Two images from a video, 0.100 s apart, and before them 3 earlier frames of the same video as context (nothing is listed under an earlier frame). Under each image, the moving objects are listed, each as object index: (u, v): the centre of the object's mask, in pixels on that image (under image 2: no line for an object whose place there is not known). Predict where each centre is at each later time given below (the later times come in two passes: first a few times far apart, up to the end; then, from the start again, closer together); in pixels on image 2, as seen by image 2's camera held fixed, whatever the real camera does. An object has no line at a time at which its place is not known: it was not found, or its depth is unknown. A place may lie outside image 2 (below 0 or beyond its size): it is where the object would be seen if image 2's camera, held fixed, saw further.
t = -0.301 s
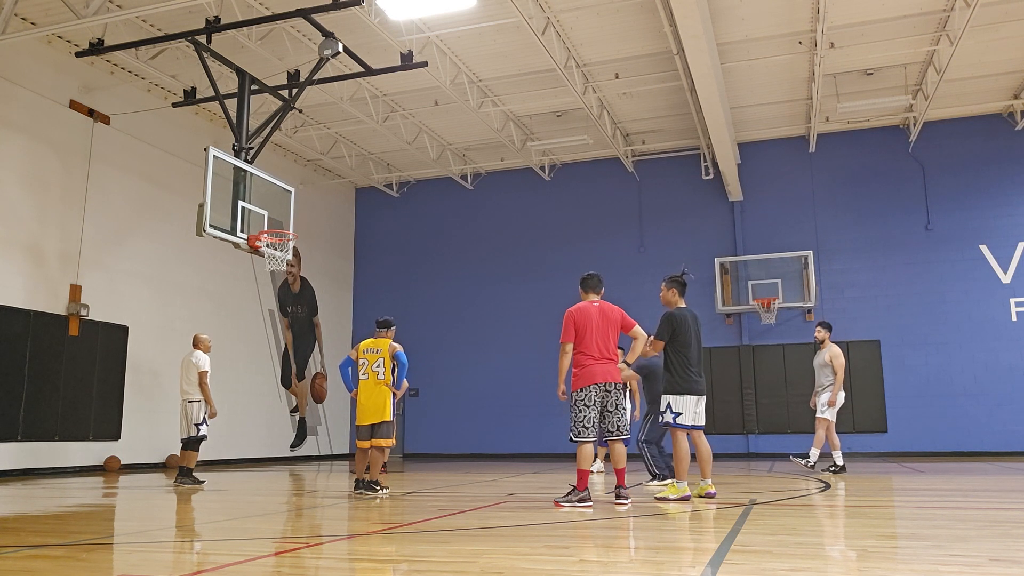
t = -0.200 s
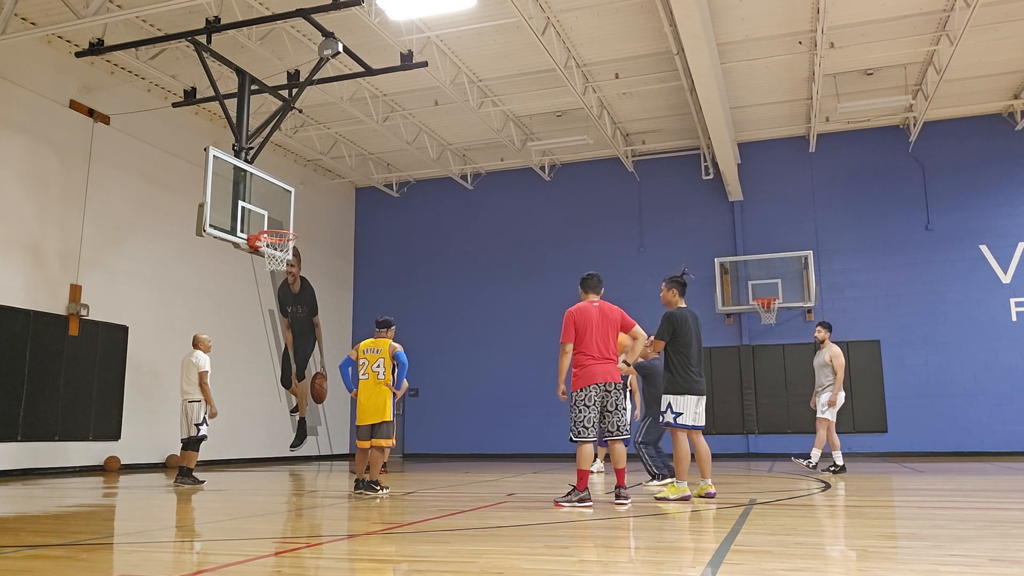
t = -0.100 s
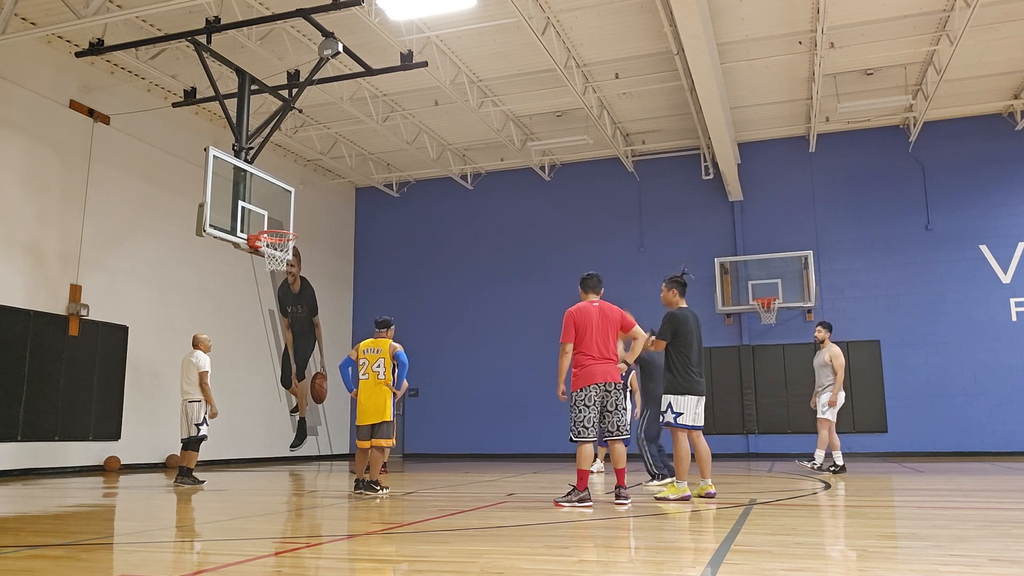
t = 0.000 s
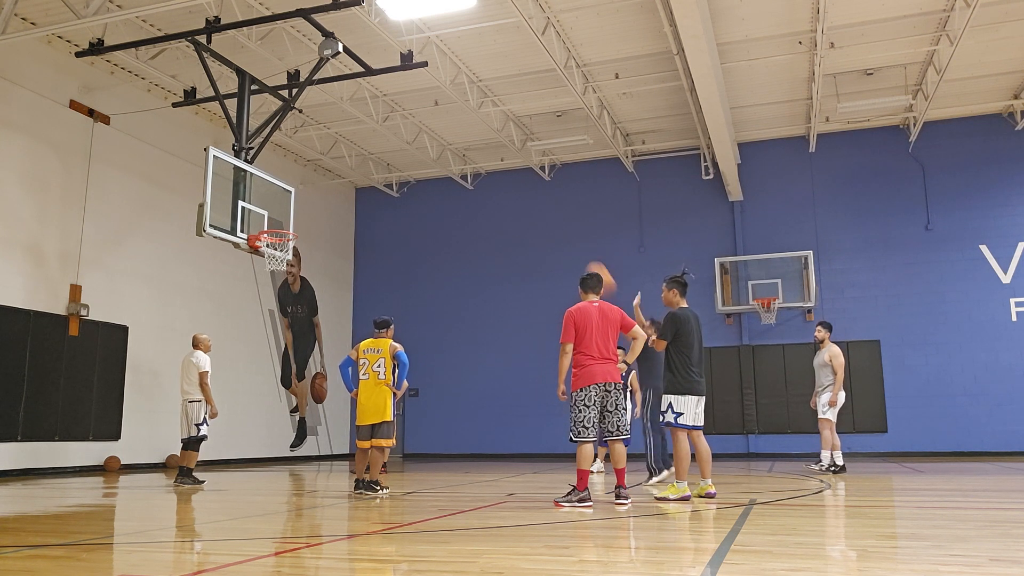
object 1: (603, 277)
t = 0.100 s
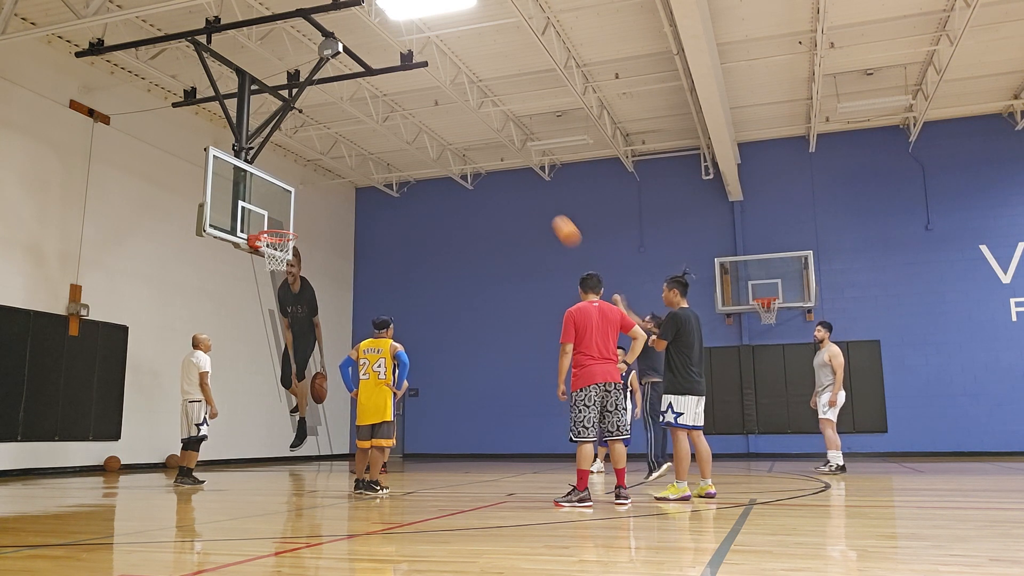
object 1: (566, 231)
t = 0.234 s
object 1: (523, 184)
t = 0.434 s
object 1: (464, 144)
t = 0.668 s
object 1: (403, 140)
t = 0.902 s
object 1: (344, 175)
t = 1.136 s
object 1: (309, 235)
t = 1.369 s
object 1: (365, 283)
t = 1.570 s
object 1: (418, 368)
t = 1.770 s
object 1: (475, 458)
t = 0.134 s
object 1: (555, 218)
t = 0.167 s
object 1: (544, 205)
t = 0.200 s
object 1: (533, 194)
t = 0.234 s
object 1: (523, 184)
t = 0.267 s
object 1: (513, 175)
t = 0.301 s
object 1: (504, 167)
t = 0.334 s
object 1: (493, 160)
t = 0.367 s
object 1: (483, 153)
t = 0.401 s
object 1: (473, 149)
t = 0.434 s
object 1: (464, 144)
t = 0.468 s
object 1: (455, 141)
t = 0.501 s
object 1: (446, 139)
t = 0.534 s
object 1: (438, 138)
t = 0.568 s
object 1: (429, 137)
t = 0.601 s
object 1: (419, 137)
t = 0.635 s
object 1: (411, 138)
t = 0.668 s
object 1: (403, 140)
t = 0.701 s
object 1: (394, 143)
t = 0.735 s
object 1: (385, 146)
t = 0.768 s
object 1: (377, 151)
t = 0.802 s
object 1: (369, 156)
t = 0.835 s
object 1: (361, 161)
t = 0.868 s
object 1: (352, 168)
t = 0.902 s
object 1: (344, 175)
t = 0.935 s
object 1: (336, 183)
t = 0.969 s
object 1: (328, 192)
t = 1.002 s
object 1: (319, 201)
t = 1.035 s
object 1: (311, 211)
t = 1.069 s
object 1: (303, 223)
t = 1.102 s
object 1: (302, 232)
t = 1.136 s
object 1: (309, 235)
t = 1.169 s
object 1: (317, 238)
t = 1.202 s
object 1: (325, 243)
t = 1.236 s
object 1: (333, 249)
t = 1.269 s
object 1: (340, 256)
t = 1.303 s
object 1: (349, 264)
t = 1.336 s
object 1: (357, 273)
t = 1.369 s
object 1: (365, 283)
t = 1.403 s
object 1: (373, 294)
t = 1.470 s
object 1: (393, 319)
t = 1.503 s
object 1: (401, 334)
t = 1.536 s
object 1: (410, 349)
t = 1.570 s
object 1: (418, 368)
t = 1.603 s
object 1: (426, 386)
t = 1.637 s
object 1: (436, 406)
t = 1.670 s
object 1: (445, 427)
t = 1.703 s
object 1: (455, 451)
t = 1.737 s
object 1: (464, 471)
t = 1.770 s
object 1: (475, 458)
